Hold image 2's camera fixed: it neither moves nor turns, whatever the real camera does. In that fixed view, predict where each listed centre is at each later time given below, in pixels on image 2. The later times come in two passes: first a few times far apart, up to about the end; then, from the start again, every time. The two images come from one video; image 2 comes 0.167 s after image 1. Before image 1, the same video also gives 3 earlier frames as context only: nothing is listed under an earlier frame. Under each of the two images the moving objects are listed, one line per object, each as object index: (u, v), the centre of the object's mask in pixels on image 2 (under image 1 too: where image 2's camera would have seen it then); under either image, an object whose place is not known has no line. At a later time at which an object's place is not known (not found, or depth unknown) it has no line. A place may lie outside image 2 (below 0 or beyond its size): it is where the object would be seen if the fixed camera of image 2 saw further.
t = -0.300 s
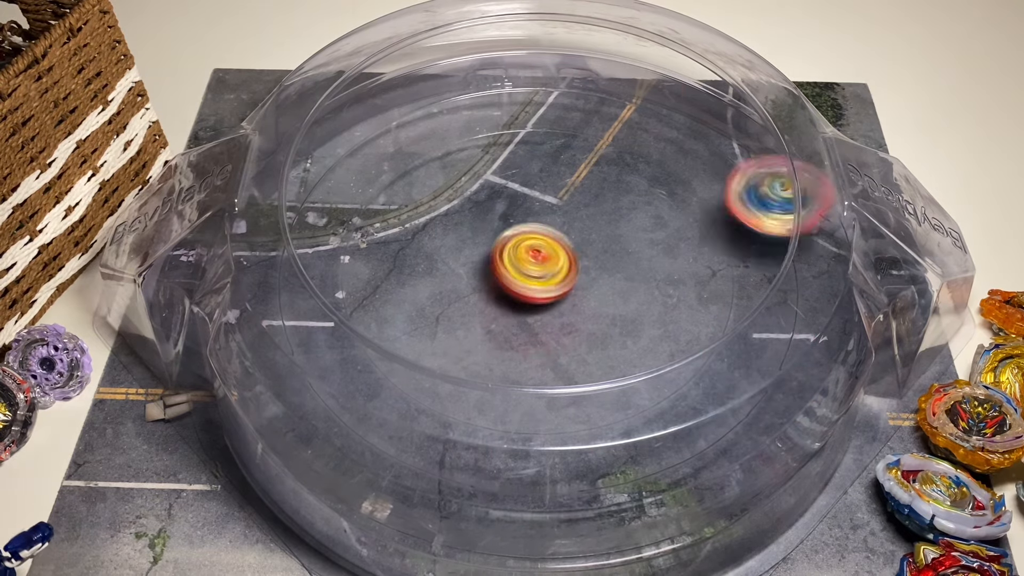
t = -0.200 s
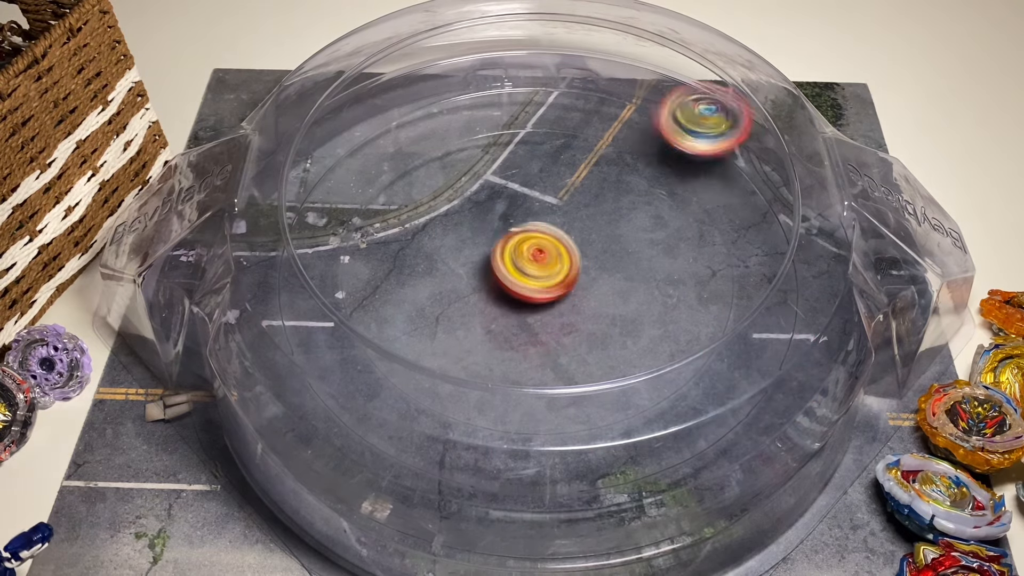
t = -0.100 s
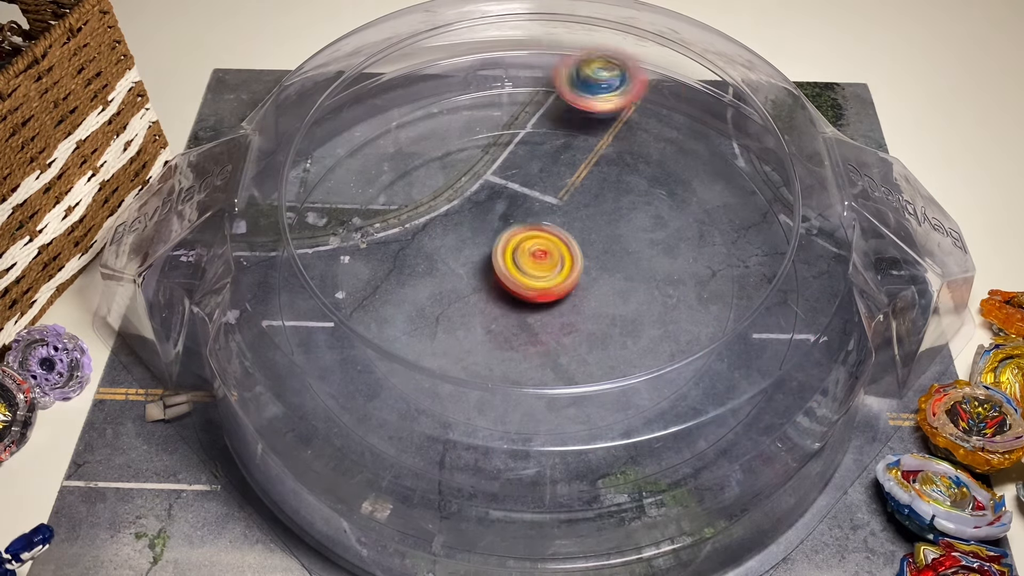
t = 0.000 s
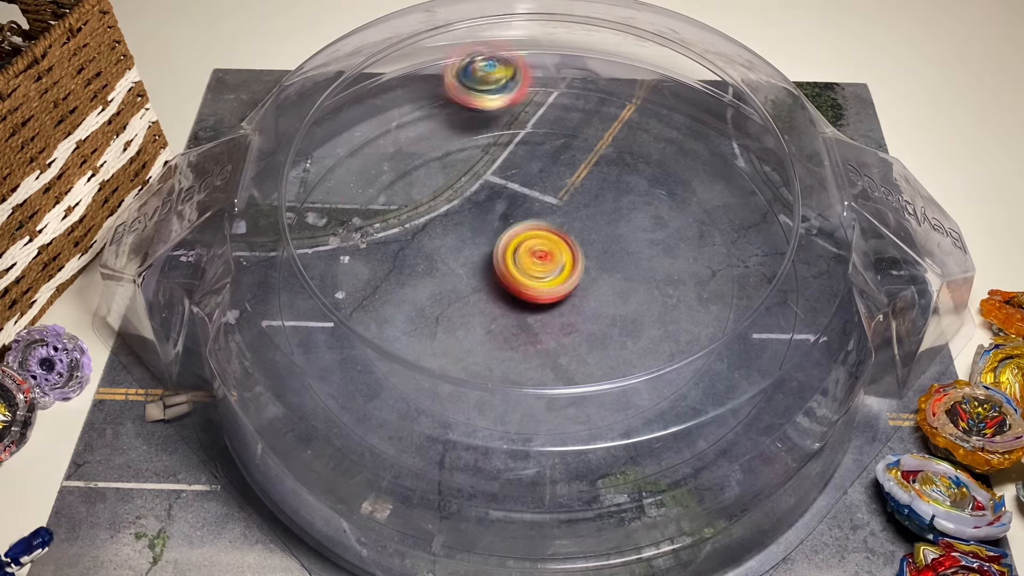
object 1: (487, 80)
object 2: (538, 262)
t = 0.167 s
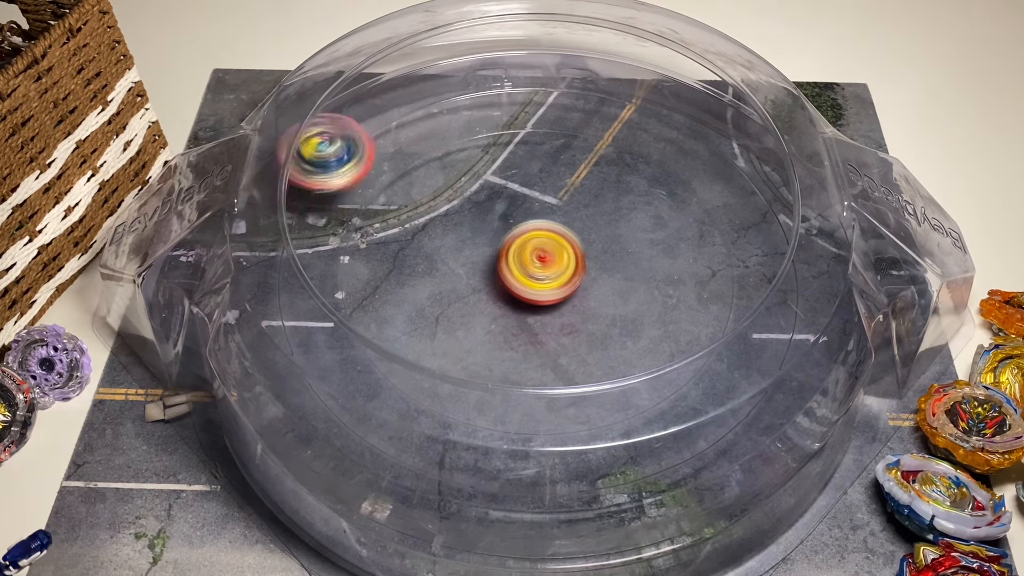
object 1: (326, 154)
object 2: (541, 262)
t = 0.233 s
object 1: (289, 212)
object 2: (543, 263)
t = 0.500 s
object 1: (461, 453)
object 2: (544, 264)
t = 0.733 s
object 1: (765, 365)
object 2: (543, 267)
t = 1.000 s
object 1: (712, 126)
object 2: (540, 270)
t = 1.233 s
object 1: (473, 83)
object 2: (537, 271)
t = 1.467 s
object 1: (290, 212)
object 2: (535, 270)
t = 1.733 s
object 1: (440, 448)
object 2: (532, 266)
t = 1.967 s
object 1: (747, 383)
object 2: (534, 264)
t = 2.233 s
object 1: (736, 147)
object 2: (538, 263)
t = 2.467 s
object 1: (522, 75)
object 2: (541, 264)
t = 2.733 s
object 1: (303, 189)
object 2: (542, 266)
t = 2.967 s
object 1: (355, 400)
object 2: (542, 268)
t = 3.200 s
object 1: (658, 441)
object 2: (541, 269)
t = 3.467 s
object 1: (786, 222)
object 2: (536, 271)
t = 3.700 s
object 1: (629, 89)
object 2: (534, 270)
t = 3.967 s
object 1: (397, 105)
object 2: (533, 265)
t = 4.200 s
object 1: (287, 262)
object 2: (536, 263)
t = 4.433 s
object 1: (431, 439)
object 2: (538, 263)
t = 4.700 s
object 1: (741, 388)
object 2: (542, 264)
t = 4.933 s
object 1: (773, 196)
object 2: (545, 268)
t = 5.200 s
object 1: (591, 80)
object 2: (543, 271)
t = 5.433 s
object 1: (412, 101)
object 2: (538, 271)
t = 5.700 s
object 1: (289, 238)
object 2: (534, 270)
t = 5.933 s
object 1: (354, 395)
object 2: (534, 267)
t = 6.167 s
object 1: (541, 456)
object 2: (534, 265)
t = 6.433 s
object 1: (719, 387)
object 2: (538, 264)
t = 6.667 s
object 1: (764, 276)
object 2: (541, 265)
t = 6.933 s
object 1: (701, 168)
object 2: (544, 267)
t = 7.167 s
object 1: (516, 130)
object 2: (544, 270)
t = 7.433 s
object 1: (365, 264)
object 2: (539, 271)
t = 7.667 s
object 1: (507, 396)
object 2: (532, 271)
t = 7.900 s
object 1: (695, 303)
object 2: (532, 267)
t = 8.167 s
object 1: (587, 149)
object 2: (535, 264)
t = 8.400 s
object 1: (404, 180)
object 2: (539, 264)
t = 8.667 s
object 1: (433, 351)
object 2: (541, 264)
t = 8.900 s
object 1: (647, 329)
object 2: (542, 266)
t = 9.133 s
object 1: (652, 178)
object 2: (541, 270)
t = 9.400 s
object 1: (466, 152)
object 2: (537, 272)
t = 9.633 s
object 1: (405, 291)
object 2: (534, 268)
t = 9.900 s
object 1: (616, 346)
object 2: (536, 266)
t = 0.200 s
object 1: (305, 182)
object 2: (542, 263)
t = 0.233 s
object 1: (289, 212)
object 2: (543, 263)
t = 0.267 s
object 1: (284, 246)
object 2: (543, 263)
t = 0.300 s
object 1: (284, 283)
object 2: (544, 263)
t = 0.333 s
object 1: (292, 318)
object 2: (544, 264)
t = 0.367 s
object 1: (309, 354)
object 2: (544, 264)
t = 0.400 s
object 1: (337, 386)
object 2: (544, 264)
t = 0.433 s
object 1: (373, 414)
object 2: (544, 264)
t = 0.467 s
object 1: (411, 437)
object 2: (544, 264)
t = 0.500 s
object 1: (461, 453)
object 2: (544, 264)
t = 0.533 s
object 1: (511, 462)
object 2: (544, 265)
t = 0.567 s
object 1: (563, 463)
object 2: (544, 265)
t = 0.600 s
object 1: (614, 458)
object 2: (543, 266)
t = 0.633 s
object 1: (662, 443)
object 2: (543, 266)
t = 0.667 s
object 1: (703, 423)
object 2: (543, 267)
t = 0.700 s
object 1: (738, 395)
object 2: (543, 267)
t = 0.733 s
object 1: (765, 365)
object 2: (543, 267)
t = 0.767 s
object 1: (783, 333)
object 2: (542, 268)
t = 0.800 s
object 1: (794, 298)
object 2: (542, 268)
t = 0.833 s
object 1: (795, 265)
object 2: (542, 269)
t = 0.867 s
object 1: (791, 231)
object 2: (542, 269)
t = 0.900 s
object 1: (779, 200)
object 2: (541, 269)
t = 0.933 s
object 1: (760, 172)
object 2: (541, 270)
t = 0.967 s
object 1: (737, 147)
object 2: (541, 270)
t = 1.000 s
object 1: (712, 126)
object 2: (540, 270)
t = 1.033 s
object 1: (681, 108)
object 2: (540, 270)
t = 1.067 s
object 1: (648, 94)
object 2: (539, 271)
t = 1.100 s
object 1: (614, 84)
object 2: (539, 271)
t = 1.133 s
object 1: (579, 78)
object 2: (539, 271)
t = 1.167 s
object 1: (543, 74)
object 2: (538, 271)
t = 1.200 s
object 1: (510, 75)
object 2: (538, 271)
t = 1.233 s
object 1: (473, 83)
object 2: (537, 271)
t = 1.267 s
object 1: (438, 88)
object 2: (537, 271)
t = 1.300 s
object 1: (406, 99)
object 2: (536, 271)
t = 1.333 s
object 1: (375, 114)
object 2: (536, 270)
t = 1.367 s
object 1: (349, 134)
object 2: (536, 270)
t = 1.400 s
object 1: (324, 157)
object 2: (536, 270)
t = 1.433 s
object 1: (304, 183)
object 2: (535, 270)
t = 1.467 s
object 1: (290, 212)
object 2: (535, 270)
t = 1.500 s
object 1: (283, 244)
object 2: (534, 270)
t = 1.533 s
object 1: (284, 278)
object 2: (534, 269)
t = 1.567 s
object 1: (289, 313)
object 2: (534, 269)
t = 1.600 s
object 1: (305, 346)
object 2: (533, 268)
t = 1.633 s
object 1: (328, 379)
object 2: (533, 268)
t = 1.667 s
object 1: (359, 406)
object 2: (533, 267)
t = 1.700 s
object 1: (398, 430)
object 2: (533, 267)
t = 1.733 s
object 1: (440, 448)
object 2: (532, 266)
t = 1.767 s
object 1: (488, 458)
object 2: (533, 266)
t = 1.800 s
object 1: (540, 462)
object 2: (533, 265)
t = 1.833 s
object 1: (589, 459)
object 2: (533, 265)
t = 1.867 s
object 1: (637, 449)
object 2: (533, 265)
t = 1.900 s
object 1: (679, 432)
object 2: (533, 265)
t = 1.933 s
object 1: (716, 410)
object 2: (534, 264)
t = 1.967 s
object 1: (747, 383)
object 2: (534, 264)
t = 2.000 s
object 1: (771, 354)
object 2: (535, 264)
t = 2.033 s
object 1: (786, 322)
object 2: (535, 264)
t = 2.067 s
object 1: (795, 290)
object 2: (536, 264)
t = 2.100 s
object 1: (795, 258)
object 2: (536, 264)
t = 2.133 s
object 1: (790, 226)
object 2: (537, 263)
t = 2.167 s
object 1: (779, 197)
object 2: (537, 263)
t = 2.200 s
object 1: (758, 171)
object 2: (538, 263)
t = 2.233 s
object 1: (736, 147)
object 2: (538, 263)
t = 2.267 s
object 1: (712, 126)
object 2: (539, 262)
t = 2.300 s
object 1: (681, 110)
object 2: (539, 262)
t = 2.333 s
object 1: (651, 96)
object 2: (539, 262)
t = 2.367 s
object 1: (619, 86)
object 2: (540, 263)
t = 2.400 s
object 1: (586, 81)
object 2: (540, 263)
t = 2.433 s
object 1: (554, 75)
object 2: (540, 263)
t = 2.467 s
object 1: (522, 75)
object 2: (541, 264)
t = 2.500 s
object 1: (489, 80)
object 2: (540, 264)
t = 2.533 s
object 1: (457, 85)
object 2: (540, 264)
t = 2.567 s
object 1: (425, 94)
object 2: (540, 264)
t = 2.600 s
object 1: (396, 105)
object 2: (541, 264)
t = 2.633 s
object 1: (367, 122)
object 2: (541, 265)
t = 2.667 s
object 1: (345, 142)
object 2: (542, 265)
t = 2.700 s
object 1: (321, 164)
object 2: (542, 265)
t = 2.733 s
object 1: (303, 189)
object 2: (542, 266)
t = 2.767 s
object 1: (291, 217)
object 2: (543, 266)
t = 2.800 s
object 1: (284, 247)
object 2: (543, 266)
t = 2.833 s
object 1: (285, 279)
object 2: (543, 266)
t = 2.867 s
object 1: (291, 311)
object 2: (543, 266)
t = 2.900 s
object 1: (305, 342)
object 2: (543, 267)
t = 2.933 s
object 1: (327, 373)
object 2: (542, 267)
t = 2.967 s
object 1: (355, 400)
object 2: (542, 268)
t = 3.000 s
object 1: (390, 423)
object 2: (542, 268)
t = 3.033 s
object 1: (431, 442)
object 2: (542, 269)
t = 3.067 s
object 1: (475, 454)
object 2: (542, 269)
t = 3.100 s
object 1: (521, 459)
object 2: (542, 270)
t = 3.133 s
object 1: (569, 459)
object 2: (542, 270)
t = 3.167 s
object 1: (615, 453)
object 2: (542, 270)
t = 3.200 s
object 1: (658, 441)
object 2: (541, 269)
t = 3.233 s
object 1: (697, 423)
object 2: (540, 270)
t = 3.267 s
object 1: (731, 400)
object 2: (539, 270)
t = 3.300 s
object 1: (757, 374)
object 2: (538, 270)
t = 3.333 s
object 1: (776, 344)
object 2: (538, 271)
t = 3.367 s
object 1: (790, 313)
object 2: (537, 271)
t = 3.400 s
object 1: (795, 282)
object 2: (537, 271)
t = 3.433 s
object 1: (793, 252)
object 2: (537, 271)
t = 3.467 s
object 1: (786, 222)
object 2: (536, 271)
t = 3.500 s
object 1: (774, 194)
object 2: (536, 270)
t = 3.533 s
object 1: (756, 170)
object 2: (536, 270)
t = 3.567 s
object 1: (734, 148)
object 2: (535, 270)
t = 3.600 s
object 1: (712, 128)
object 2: (534, 270)
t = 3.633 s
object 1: (686, 113)
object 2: (534, 270)
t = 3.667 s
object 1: (658, 102)
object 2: (534, 270)
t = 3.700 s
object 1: (629, 89)
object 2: (534, 270)
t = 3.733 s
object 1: (600, 81)
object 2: (534, 269)
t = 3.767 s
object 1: (570, 79)
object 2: (533, 268)
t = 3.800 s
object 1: (541, 75)
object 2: (532, 267)
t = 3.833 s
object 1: (513, 75)
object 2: (531, 266)
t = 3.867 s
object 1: (483, 80)
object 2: (531, 266)
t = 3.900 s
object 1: (454, 86)
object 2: (531, 266)
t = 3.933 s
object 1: (425, 95)
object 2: (532, 266)
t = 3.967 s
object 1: (397, 105)
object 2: (533, 265)
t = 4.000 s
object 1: (371, 120)
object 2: (533, 264)
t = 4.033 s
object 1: (348, 138)
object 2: (533, 264)
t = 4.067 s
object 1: (328, 158)
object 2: (532, 263)
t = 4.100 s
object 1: (310, 182)
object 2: (533, 263)
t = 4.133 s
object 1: (296, 206)
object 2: (534, 263)
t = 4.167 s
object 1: (288, 232)
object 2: (535, 263)
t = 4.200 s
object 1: (287, 262)
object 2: (536, 263)
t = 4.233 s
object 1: (288, 291)
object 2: (536, 262)
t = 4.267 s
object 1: (297, 321)
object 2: (535, 262)
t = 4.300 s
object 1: (313, 350)
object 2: (535, 261)
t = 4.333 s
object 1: (334, 377)
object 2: (536, 262)
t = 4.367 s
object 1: (360, 402)
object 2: (537, 262)
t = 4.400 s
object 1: (392, 423)
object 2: (538, 263)
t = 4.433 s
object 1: (431, 439)
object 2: (538, 263)
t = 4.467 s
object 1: (471, 452)
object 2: (539, 263)
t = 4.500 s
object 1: (512, 458)
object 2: (539, 264)
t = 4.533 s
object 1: (555, 460)
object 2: (540, 264)
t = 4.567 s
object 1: (600, 455)
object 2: (541, 264)
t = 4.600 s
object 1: (642, 446)
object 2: (543, 264)
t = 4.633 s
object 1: (679, 430)
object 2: (543, 264)
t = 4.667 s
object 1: (713, 412)
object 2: (543, 264)
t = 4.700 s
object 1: (741, 388)
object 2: (542, 264)
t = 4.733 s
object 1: (764, 361)
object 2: (543, 265)
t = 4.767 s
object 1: (780, 334)
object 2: (543, 266)
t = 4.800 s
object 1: (789, 306)
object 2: (544, 266)
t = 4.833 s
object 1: (792, 275)
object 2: (545, 267)
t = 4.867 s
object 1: (790, 247)
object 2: (545, 267)
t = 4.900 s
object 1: (784, 221)
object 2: (544, 268)
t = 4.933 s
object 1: (773, 196)
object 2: (545, 268)
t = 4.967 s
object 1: (756, 173)
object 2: (545, 269)
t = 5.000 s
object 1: (738, 152)
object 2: (546, 268)
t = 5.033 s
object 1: (718, 133)
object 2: (546, 268)
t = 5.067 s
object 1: (694, 117)
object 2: (544, 269)
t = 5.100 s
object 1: (670, 106)
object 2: (543, 270)
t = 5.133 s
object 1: (644, 96)
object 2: (543, 271)
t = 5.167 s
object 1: (618, 85)
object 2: (543, 271)
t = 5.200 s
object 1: (591, 80)
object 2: (543, 271)
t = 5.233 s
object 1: (564, 77)
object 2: (541, 271)
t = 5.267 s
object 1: (536, 74)
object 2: (541, 271)
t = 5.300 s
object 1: (510, 79)
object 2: (541, 272)
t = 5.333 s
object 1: (484, 80)
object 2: (541, 271)
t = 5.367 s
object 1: (458, 87)
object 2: (540, 271)
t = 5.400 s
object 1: (434, 91)
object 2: (538, 271)
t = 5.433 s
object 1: (412, 101)
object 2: (538, 271)
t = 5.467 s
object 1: (388, 109)
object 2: (538, 272)
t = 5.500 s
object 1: (368, 123)
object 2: (538, 271)
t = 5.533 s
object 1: (348, 138)
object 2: (537, 270)
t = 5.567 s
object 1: (330, 156)
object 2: (536, 271)
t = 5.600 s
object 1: (315, 175)
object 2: (536, 271)
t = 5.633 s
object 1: (303, 195)
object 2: (537, 271)
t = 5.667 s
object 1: (293, 216)
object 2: (536, 270)
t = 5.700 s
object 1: (289, 238)
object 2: (534, 270)
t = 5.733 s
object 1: (287, 261)
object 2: (534, 270)
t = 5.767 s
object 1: (288, 285)
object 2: (534, 270)
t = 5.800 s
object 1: (293, 308)
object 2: (534, 269)
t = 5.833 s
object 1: (304, 333)
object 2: (533, 268)
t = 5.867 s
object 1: (318, 356)
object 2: (533, 268)
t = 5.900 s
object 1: (334, 377)
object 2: (534, 268)
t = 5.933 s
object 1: (354, 395)
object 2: (534, 267)
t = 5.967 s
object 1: (375, 412)
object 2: (532, 266)
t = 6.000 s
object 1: (401, 425)
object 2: (532, 266)
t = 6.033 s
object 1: (425, 437)
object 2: (532, 266)
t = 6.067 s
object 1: (456, 446)
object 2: (533, 265)
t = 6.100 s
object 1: (483, 452)
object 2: (533, 265)
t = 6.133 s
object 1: (513, 455)
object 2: (533, 265)
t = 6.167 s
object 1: (541, 456)
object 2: (534, 265)
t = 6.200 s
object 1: (569, 453)
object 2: (535, 264)
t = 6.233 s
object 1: (595, 450)
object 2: (534, 263)
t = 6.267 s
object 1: (622, 443)
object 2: (533, 264)
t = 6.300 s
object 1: (645, 436)
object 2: (535, 264)
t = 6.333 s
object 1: (667, 427)
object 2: (536, 264)
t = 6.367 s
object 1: (686, 415)
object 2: (536, 264)
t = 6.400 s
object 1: (703, 401)
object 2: (536, 264)
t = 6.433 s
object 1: (719, 387)
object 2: (538, 264)
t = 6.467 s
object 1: (733, 373)
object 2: (539, 263)
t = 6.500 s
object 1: (744, 357)
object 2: (539, 263)
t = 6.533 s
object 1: (753, 341)
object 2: (538, 263)
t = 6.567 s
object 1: (758, 324)
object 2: (540, 264)
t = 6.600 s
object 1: (762, 309)
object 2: (541, 264)
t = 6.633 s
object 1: (765, 292)
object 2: (540, 264)
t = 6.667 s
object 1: (764, 276)
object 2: (541, 265)
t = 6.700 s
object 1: (762, 260)
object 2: (543, 265)
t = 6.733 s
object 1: (758, 246)
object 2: (543, 264)
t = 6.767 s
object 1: (751, 231)
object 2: (542, 265)
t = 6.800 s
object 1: (745, 217)
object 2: (542, 265)
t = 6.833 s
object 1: (737, 204)
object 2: (543, 265)
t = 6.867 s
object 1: (726, 191)
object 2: (544, 266)
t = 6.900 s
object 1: (716, 179)
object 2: (543, 266)
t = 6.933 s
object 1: (701, 168)
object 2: (544, 267)
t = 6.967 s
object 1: (685, 157)
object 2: (545, 267)
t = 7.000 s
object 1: (663, 148)
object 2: (543, 267)
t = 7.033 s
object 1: (634, 139)
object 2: (543, 268)
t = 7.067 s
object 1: (606, 131)
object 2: (544, 269)
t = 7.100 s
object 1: (576, 128)
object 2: (544, 269)
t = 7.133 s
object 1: (545, 128)
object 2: (543, 269)
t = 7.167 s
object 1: (516, 130)
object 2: (544, 270)
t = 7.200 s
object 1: (487, 137)
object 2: (543, 269)
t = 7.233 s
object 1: (459, 146)
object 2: (541, 270)
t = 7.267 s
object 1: (435, 160)
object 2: (541, 271)
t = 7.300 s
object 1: (413, 177)
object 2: (542, 271)
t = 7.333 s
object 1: (393, 195)
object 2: (540, 271)
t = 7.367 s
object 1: (380, 217)
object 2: (540, 272)
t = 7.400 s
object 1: (369, 240)
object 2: (541, 272)
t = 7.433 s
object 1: (365, 264)
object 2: (539, 271)
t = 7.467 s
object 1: (369, 289)
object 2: (537, 272)
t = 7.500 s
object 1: (375, 314)
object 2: (537, 272)
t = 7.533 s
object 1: (391, 338)
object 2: (536, 271)
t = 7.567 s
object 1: (413, 359)
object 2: (535, 272)
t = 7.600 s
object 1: (440, 377)
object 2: (535, 273)
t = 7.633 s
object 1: (471, 390)
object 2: (535, 271)
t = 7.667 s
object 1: (507, 396)
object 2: (532, 271)
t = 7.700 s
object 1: (545, 398)
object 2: (532, 271)
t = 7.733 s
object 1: (580, 395)
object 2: (533, 270)
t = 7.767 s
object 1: (614, 384)
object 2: (532, 269)
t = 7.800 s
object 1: (643, 369)
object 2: (533, 269)
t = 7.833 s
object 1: (668, 350)
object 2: (534, 268)
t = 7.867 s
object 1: (685, 328)
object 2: (532, 267)
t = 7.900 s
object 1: (695, 303)
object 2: (532, 267)
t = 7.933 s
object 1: (701, 279)
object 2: (533, 267)
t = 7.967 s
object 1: (699, 254)
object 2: (533, 266)
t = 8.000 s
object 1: (690, 230)
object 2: (534, 266)
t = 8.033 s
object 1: (678, 207)
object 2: (535, 265)
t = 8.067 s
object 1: (660, 189)
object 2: (533, 264)
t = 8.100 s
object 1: (638, 173)
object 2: (534, 265)
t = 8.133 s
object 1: (613, 160)
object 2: (536, 264)
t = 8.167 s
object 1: (587, 149)
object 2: (535, 264)
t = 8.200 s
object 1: (560, 144)
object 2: (536, 264)
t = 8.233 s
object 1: (532, 141)
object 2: (537, 263)
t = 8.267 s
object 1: (502, 142)
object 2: (536, 263)
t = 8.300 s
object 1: (475, 145)
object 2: (537, 264)
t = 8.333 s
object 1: (449, 154)
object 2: (538, 264)
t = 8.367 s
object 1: (426, 166)
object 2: (537, 264)
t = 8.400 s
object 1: (404, 180)
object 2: (539, 264)
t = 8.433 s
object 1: (388, 198)
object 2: (540, 263)
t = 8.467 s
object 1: (376, 219)
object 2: (538, 263)
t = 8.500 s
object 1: (369, 242)
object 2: (540, 264)
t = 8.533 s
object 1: (368, 266)
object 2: (541, 264)
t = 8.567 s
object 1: (375, 288)
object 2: (541, 264)
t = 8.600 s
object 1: (389, 312)
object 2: (543, 264)
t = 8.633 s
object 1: (408, 333)
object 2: (541, 263)
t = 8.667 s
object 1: (433, 351)
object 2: (541, 264)
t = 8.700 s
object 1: (462, 364)
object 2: (542, 265)
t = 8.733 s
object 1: (495, 372)
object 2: (542, 265)
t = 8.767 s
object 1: (529, 374)
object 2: (542, 265)
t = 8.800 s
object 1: (564, 372)
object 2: (543, 265)
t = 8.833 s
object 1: (597, 363)
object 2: (541, 265)
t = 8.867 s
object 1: (625, 349)
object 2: (542, 266)
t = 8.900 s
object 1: (647, 329)
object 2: (542, 266)
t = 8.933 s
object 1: (667, 311)
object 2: (542, 267)
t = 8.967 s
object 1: (680, 289)
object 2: (543, 268)
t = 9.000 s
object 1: (686, 265)
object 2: (541, 267)
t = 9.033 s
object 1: (686, 242)
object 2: (541, 269)
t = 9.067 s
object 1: (680, 219)
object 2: (541, 269)
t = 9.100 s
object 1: (668, 197)
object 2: (540, 269)
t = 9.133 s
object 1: (652, 178)
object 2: (541, 270)
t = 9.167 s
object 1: (632, 163)
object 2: (539, 270)
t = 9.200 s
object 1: (610, 150)
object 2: (538, 271)
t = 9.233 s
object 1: (584, 142)
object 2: (539, 271)
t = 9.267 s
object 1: (558, 138)
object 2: (537, 271)
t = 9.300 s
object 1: (543, 136)
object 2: (537, 271)
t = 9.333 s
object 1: (517, 138)
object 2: (538, 271)
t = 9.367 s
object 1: (491, 143)
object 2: (536, 271)
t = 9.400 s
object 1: (466, 152)
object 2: (537, 272)
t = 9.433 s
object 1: (443, 164)
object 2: (536, 270)
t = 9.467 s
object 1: (424, 181)
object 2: (535, 271)
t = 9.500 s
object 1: (409, 199)
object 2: (536, 271)
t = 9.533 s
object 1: (400, 221)
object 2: (534, 270)
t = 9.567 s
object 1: (395, 244)
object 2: (536, 271)
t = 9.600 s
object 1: (397, 268)
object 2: (535, 269)
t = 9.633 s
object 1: (405, 291)
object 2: (534, 268)
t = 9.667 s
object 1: (418, 313)
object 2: (535, 269)
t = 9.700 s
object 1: (439, 332)
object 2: (534, 268)
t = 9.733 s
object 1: (463, 348)
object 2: (535, 268)
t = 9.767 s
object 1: (491, 360)
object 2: (534, 266)
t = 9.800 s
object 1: (523, 366)
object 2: (534, 267)
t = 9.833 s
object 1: (557, 368)
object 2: (535, 266)
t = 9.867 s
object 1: (589, 364)
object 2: (534, 266)
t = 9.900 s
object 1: (616, 346)
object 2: (536, 266)
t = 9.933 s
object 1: (643, 336)
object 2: (534, 265)
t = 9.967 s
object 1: (667, 323)
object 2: (535, 266)
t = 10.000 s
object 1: (684, 304)
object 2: (536, 265)
